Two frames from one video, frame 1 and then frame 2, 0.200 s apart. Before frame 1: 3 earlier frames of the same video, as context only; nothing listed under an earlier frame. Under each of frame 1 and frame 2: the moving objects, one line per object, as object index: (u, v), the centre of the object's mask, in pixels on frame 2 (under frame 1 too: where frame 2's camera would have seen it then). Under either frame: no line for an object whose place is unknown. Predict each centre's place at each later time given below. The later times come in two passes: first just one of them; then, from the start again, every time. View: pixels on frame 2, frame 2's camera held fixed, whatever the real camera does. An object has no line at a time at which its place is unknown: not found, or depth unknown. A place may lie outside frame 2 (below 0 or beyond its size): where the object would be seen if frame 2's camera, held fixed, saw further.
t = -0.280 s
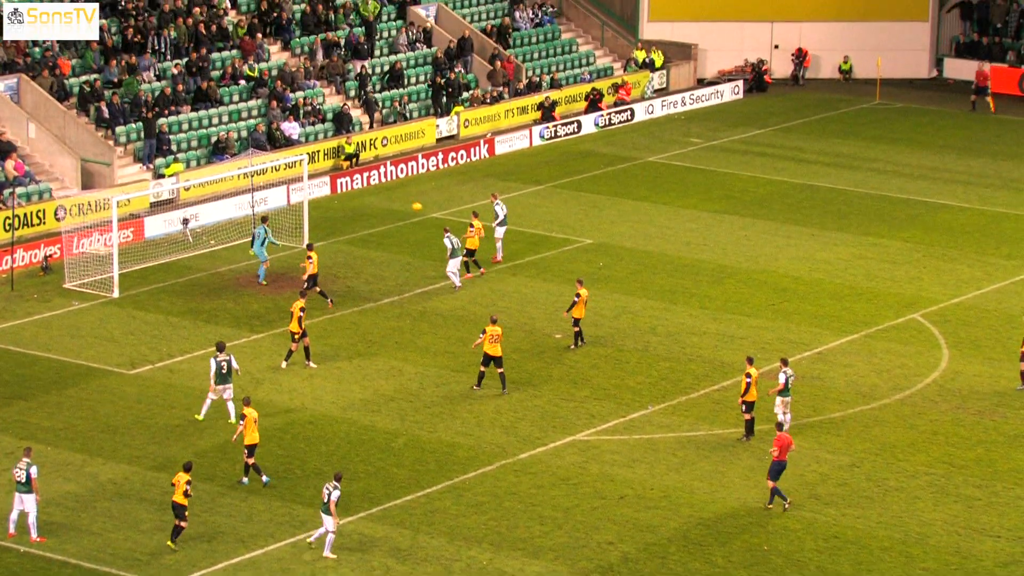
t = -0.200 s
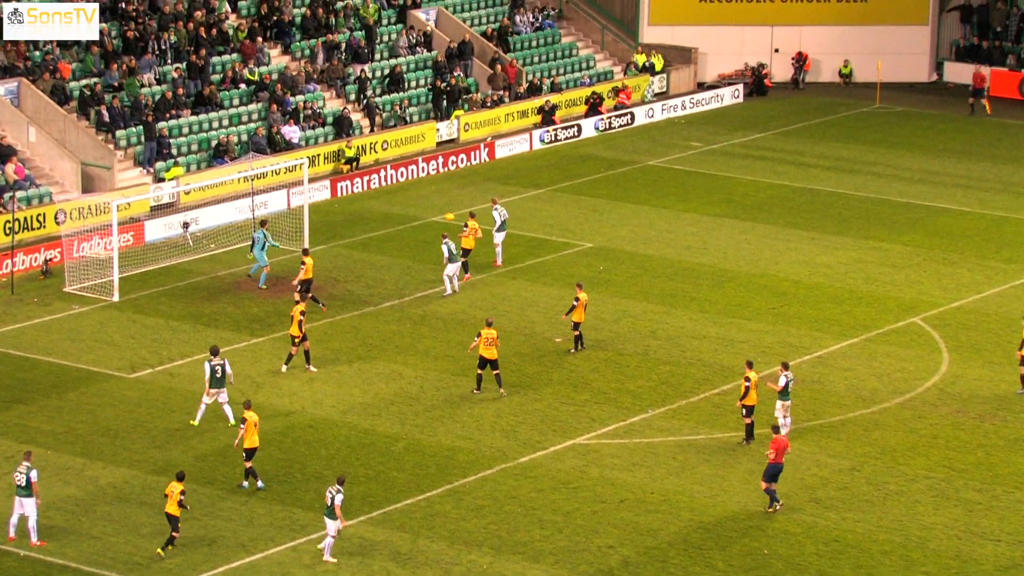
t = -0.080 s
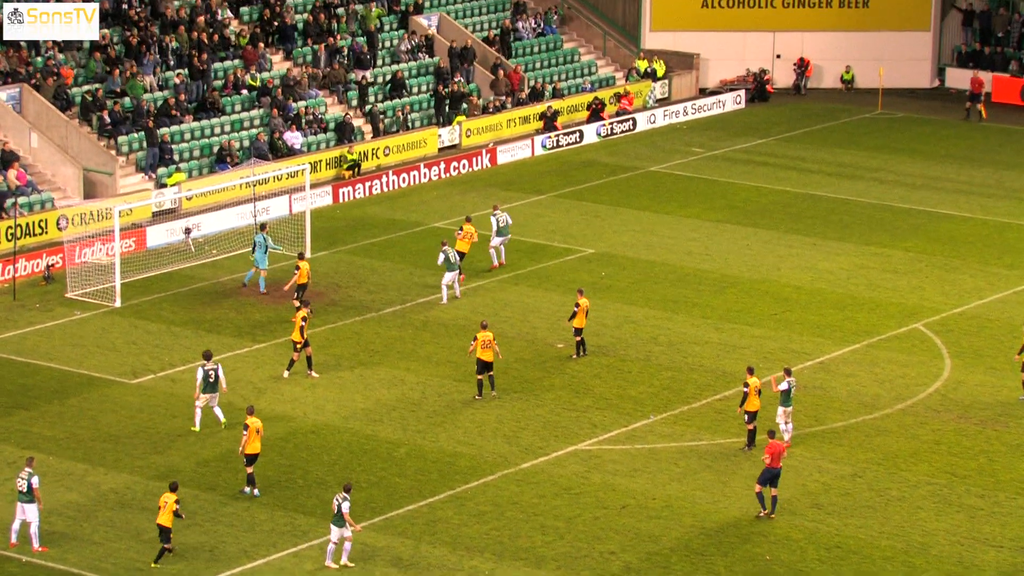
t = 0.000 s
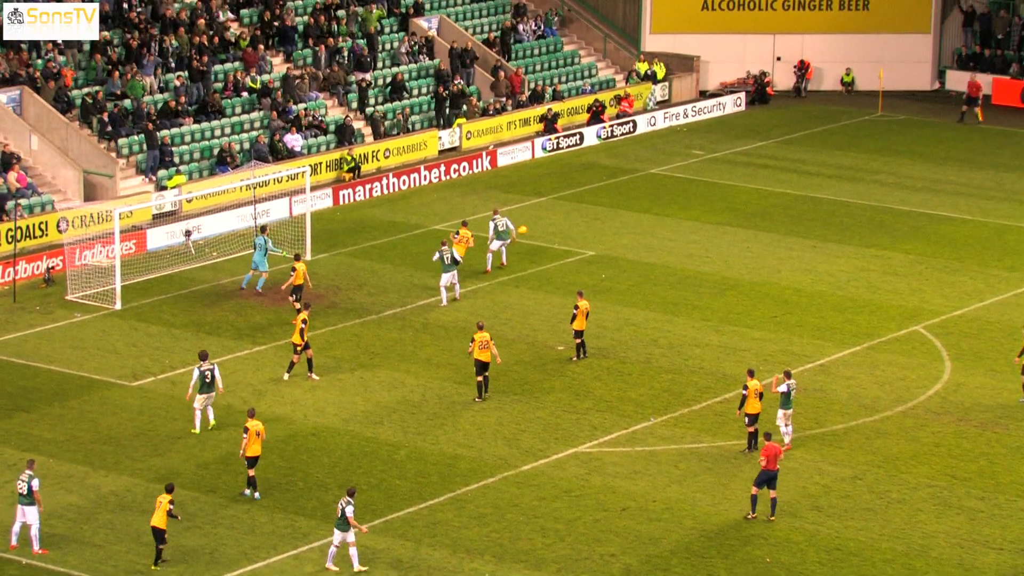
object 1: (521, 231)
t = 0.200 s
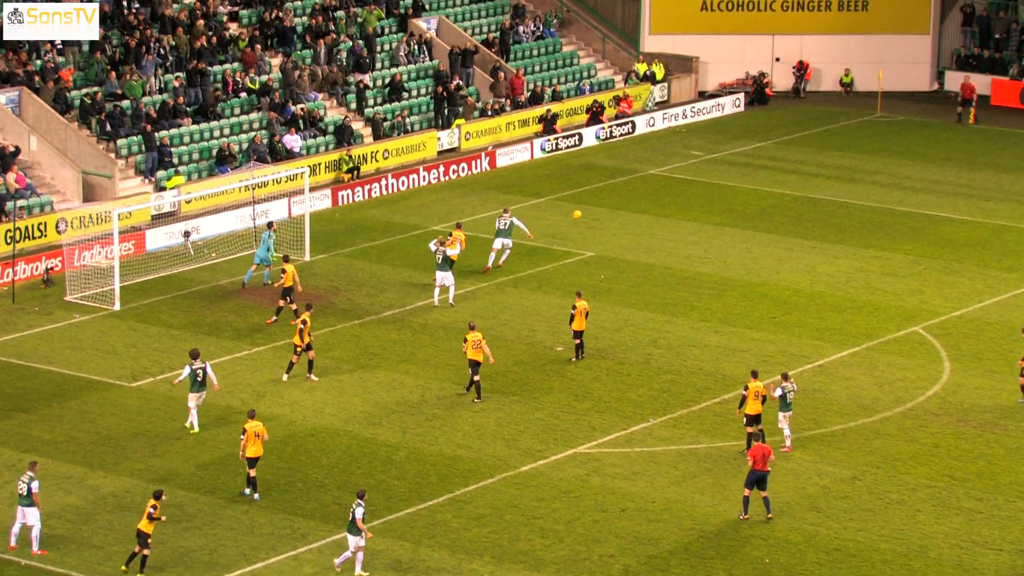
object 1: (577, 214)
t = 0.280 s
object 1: (597, 212)
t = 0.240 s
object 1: (587, 213)
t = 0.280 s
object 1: (597, 212)
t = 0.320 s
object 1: (607, 212)
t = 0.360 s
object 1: (617, 211)
